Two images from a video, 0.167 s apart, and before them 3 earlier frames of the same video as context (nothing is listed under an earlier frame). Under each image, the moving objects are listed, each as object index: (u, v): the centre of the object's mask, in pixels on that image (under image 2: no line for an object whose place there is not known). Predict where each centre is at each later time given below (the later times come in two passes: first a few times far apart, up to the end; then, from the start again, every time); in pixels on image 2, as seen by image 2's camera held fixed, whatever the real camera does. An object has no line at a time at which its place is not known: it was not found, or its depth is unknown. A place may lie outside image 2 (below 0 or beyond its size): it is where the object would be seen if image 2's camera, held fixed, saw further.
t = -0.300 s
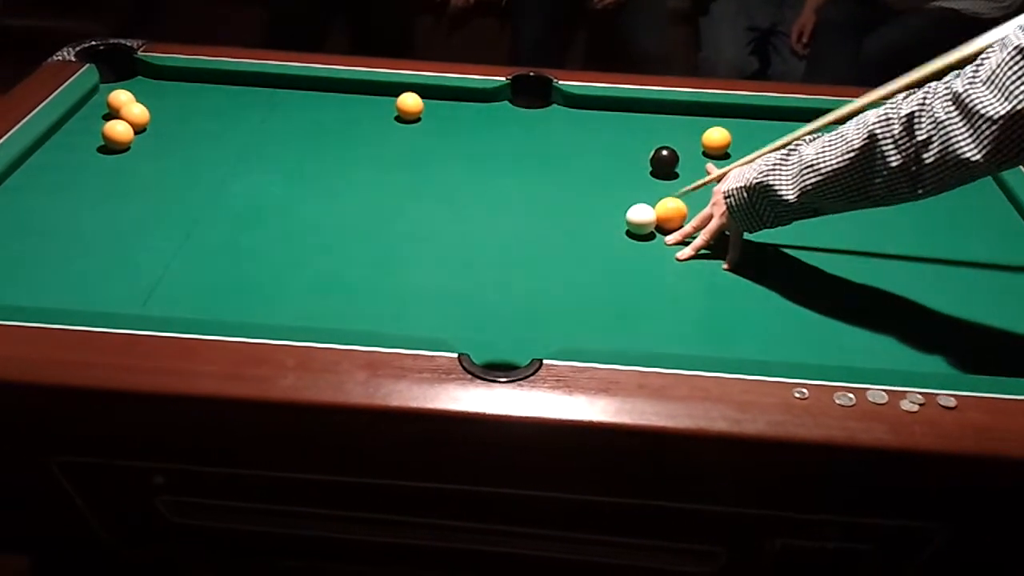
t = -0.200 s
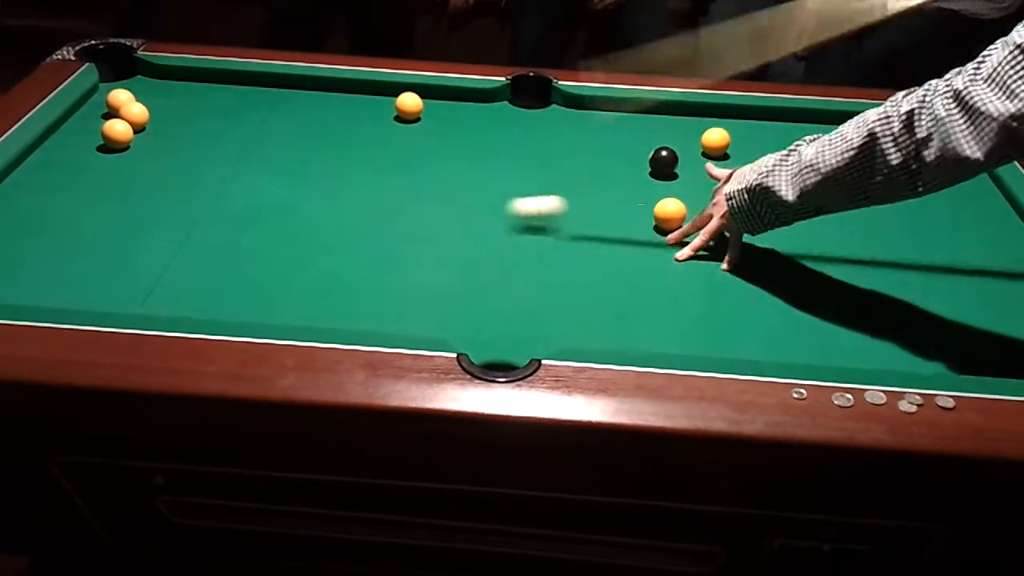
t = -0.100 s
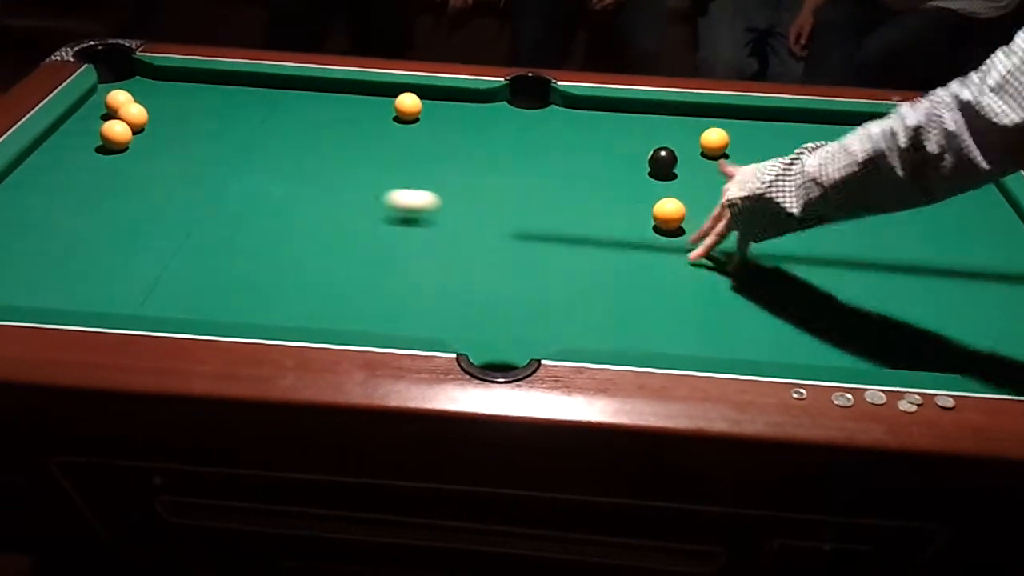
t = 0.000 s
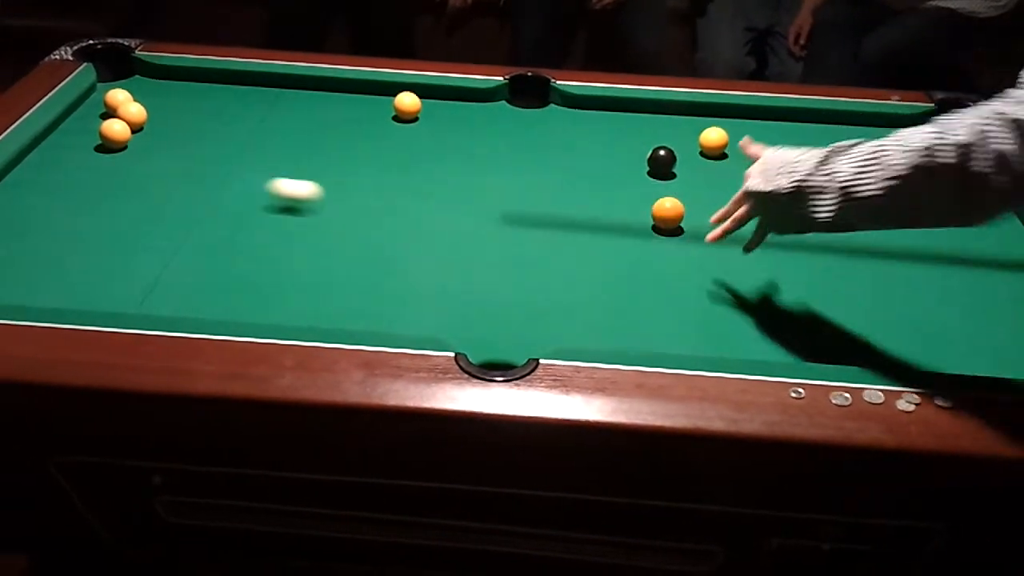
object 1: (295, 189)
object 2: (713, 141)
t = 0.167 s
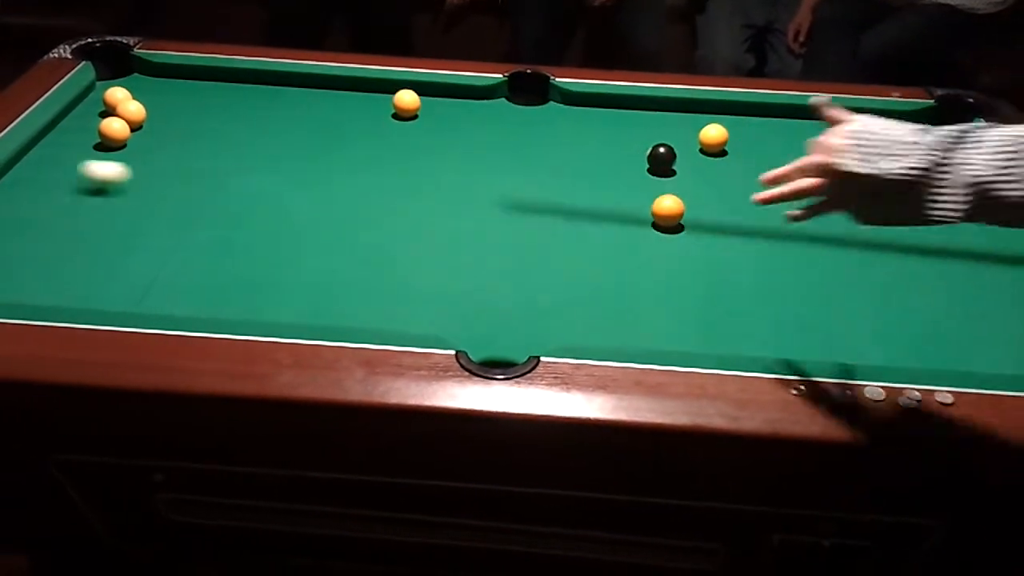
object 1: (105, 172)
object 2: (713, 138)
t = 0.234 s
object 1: (32, 166)
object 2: (713, 138)
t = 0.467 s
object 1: (205, 160)
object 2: (713, 138)
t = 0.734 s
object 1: (378, 152)
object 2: (713, 138)
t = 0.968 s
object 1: (514, 145)
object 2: (713, 138)
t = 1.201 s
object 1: (640, 138)
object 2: (713, 138)
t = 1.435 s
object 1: (689, 128)
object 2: (769, 141)
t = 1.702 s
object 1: (712, 113)
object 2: (850, 147)
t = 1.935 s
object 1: (729, 112)
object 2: (917, 152)
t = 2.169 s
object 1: (746, 119)
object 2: (959, 155)
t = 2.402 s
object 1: (762, 126)
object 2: (918, 153)
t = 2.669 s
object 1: (776, 133)
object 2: (874, 150)
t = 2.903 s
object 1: (788, 138)
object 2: (838, 148)
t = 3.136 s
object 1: (783, 138)
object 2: (817, 149)
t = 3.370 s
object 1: (768, 136)
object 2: (811, 153)
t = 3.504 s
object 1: (761, 135)
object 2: (807, 155)
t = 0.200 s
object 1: (68, 169)
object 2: (713, 138)
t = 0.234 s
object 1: (32, 166)
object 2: (713, 138)
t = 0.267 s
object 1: (35, 164)
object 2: (713, 138)
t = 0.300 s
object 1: (66, 164)
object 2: (713, 138)
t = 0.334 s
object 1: (97, 163)
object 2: (713, 138)
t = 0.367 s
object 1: (126, 162)
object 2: (713, 138)
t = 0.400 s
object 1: (154, 161)
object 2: (713, 137)
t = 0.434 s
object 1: (181, 160)
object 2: (713, 138)
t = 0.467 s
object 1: (205, 160)
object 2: (713, 138)
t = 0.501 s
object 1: (229, 159)
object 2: (713, 138)
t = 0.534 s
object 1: (251, 158)
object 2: (713, 138)
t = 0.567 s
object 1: (273, 157)
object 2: (713, 138)
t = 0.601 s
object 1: (295, 156)
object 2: (713, 138)
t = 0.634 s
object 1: (316, 154)
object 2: (713, 138)
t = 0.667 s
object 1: (337, 153)
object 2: (713, 138)
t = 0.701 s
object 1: (357, 152)
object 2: (713, 138)
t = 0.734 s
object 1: (378, 152)
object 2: (713, 138)
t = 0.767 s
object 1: (398, 150)
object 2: (713, 138)
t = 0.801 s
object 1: (418, 150)
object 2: (713, 138)
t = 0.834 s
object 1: (438, 149)
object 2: (713, 138)
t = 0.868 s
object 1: (457, 148)
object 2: (713, 138)
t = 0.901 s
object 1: (476, 147)
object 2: (713, 138)
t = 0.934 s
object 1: (495, 146)
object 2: (713, 138)
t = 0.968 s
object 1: (514, 145)
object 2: (713, 138)
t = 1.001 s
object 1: (533, 144)
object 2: (713, 138)
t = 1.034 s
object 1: (551, 143)
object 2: (713, 138)
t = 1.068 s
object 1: (570, 142)
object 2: (713, 138)
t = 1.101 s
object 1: (587, 141)
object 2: (713, 138)
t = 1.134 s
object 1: (606, 140)
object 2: (713, 138)
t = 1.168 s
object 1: (624, 139)
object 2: (713, 138)
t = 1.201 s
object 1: (640, 138)
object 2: (713, 138)
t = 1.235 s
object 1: (658, 135)
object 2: (713, 138)
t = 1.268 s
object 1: (675, 135)
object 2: (713, 138)
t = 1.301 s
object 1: (684, 135)
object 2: (720, 138)
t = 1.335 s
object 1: (684, 133)
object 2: (734, 138)
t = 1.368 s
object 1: (685, 131)
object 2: (747, 140)
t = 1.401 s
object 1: (686, 129)
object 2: (759, 140)
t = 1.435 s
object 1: (689, 128)
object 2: (769, 141)
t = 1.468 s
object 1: (692, 125)
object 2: (779, 141)
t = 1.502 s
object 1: (695, 124)
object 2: (790, 142)
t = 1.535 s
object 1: (698, 122)
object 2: (800, 143)
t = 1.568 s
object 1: (701, 120)
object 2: (810, 144)
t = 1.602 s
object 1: (704, 118)
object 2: (820, 144)
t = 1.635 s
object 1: (707, 117)
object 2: (830, 146)
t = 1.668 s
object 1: (709, 115)
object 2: (840, 146)
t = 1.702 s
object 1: (712, 113)
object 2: (850, 147)
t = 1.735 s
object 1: (714, 112)
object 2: (859, 148)
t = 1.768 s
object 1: (717, 110)
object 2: (869, 148)
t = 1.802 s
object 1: (719, 109)
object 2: (879, 149)
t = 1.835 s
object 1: (722, 109)
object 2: (889, 150)
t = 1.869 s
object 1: (724, 110)
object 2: (898, 150)
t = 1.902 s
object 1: (727, 111)
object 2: (907, 151)
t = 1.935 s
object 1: (729, 112)
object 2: (917, 152)
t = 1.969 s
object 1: (732, 113)
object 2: (927, 152)
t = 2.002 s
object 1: (735, 114)
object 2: (936, 153)
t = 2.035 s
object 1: (737, 115)
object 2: (945, 154)
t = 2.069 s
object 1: (739, 116)
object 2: (954, 155)
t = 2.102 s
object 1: (742, 117)
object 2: (964, 156)
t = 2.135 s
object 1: (744, 118)
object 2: (966, 155)
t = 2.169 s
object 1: (746, 119)
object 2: (959, 155)
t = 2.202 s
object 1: (749, 120)
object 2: (952, 155)
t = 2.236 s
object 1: (751, 121)
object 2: (946, 155)
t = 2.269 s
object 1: (753, 122)
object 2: (941, 154)
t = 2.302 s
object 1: (755, 123)
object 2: (935, 154)
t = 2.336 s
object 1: (758, 124)
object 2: (929, 153)
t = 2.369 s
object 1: (760, 125)
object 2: (923, 153)
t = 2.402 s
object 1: (762, 126)
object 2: (918, 153)
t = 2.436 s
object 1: (764, 127)
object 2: (912, 153)
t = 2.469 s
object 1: (765, 128)
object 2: (906, 152)
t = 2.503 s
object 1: (768, 128)
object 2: (901, 152)
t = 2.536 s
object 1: (770, 129)
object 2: (896, 151)
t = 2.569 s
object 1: (771, 131)
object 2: (890, 151)
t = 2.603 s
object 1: (773, 131)
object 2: (885, 151)
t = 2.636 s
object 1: (775, 132)
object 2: (879, 151)
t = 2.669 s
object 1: (776, 133)
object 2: (874, 150)
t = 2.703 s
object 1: (778, 133)
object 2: (869, 150)
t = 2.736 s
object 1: (780, 134)
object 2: (863, 150)
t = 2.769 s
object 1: (782, 135)
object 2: (858, 150)
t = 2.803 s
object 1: (783, 136)
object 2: (853, 149)
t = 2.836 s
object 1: (785, 136)
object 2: (848, 149)
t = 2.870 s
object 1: (787, 137)
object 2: (843, 148)
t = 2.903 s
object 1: (788, 138)
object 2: (838, 148)
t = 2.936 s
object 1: (790, 138)
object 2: (833, 147)
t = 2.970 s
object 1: (791, 139)
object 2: (828, 147)
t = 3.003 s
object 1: (792, 139)
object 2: (823, 147)
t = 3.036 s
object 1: (792, 139)
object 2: (820, 147)
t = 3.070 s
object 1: (789, 139)
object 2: (819, 148)
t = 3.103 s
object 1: (786, 139)
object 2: (818, 148)
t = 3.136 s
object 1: (783, 138)
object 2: (817, 149)
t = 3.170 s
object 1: (781, 138)
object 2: (816, 149)
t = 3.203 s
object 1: (779, 138)
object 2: (815, 150)
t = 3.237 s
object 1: (777, 137)
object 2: (814, 151)
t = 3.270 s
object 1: (775, 137)
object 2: (813, 151)
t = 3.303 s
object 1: (773, 137)
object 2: (812, 152)
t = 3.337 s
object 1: (770, 136)
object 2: (811, 153)
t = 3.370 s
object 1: (768, 136)
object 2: (811, 153)
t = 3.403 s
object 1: (766, 136)
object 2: (810, 154)
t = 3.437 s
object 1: (765, 136)
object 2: (809, 154)
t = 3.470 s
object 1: (763, 135)
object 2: (808, 155)
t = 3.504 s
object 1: (761, 135)
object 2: (807, 155)
